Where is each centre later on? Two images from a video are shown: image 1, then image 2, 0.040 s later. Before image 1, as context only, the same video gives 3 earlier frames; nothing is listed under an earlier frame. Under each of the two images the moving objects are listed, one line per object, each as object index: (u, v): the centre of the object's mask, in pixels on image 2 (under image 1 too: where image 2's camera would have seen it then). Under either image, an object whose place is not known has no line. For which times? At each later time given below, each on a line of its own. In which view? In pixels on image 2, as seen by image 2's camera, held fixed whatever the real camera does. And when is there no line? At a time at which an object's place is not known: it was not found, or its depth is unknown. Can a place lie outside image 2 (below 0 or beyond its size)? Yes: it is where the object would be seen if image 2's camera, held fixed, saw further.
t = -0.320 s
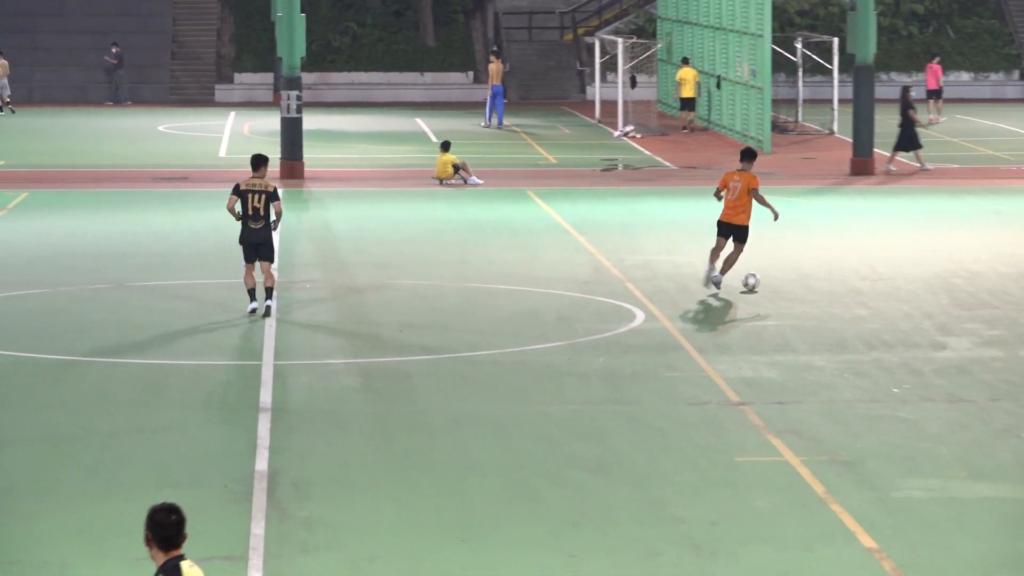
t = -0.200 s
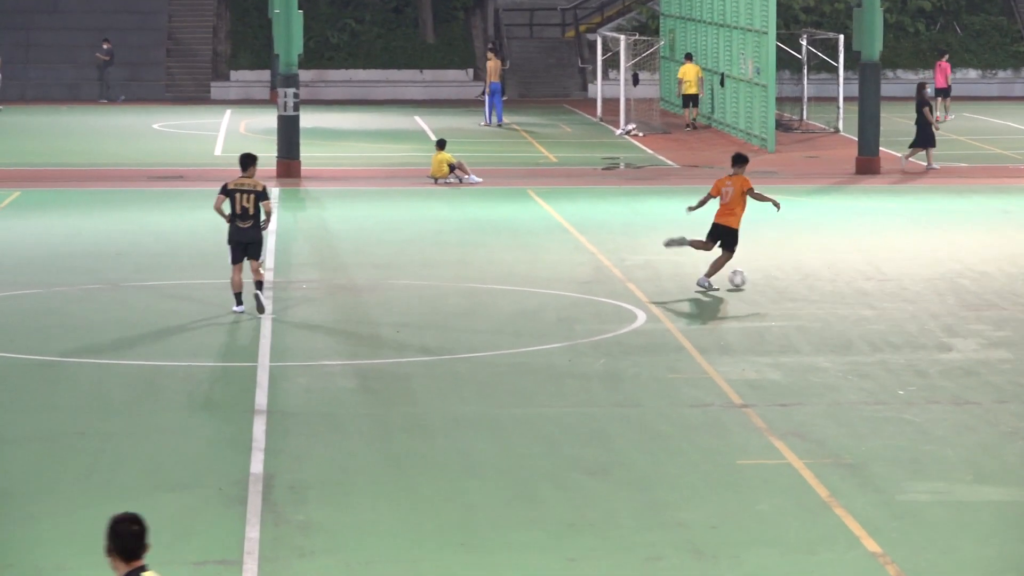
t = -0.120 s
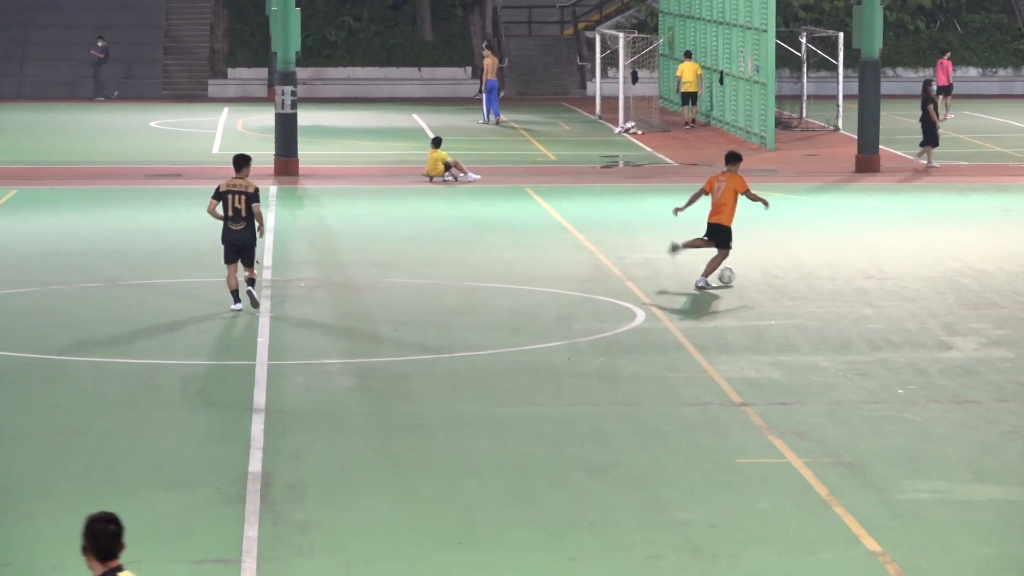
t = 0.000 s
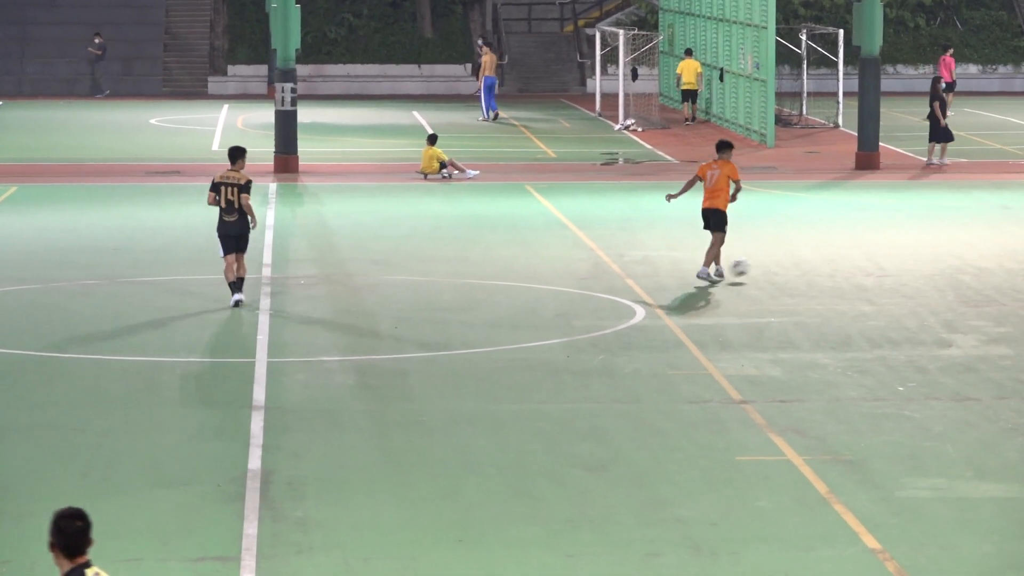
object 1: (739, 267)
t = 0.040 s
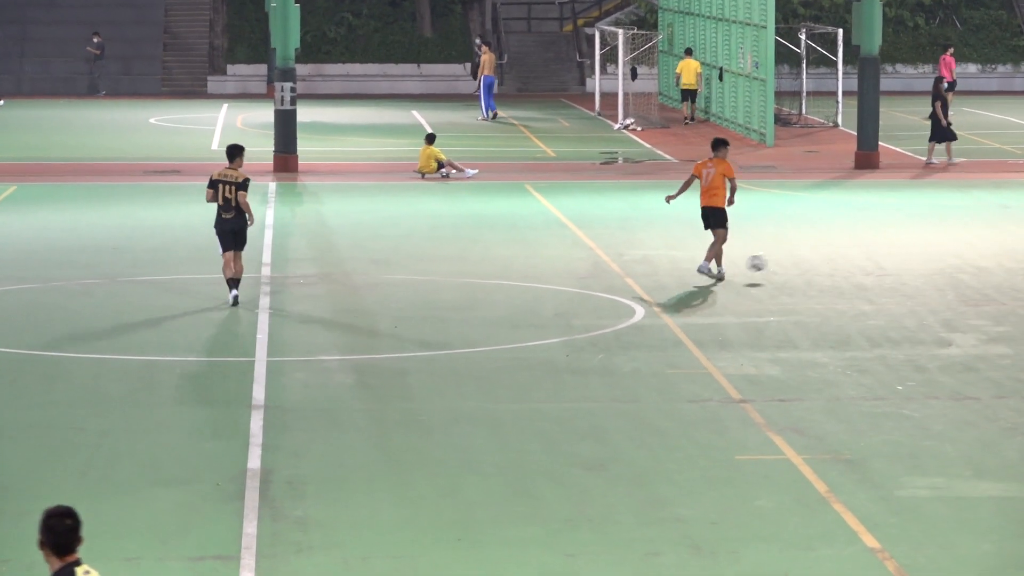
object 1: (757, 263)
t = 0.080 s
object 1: (775, 259)
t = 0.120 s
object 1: (793, 258)
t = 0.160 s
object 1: (811, 258)
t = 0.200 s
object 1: (827, 260)
